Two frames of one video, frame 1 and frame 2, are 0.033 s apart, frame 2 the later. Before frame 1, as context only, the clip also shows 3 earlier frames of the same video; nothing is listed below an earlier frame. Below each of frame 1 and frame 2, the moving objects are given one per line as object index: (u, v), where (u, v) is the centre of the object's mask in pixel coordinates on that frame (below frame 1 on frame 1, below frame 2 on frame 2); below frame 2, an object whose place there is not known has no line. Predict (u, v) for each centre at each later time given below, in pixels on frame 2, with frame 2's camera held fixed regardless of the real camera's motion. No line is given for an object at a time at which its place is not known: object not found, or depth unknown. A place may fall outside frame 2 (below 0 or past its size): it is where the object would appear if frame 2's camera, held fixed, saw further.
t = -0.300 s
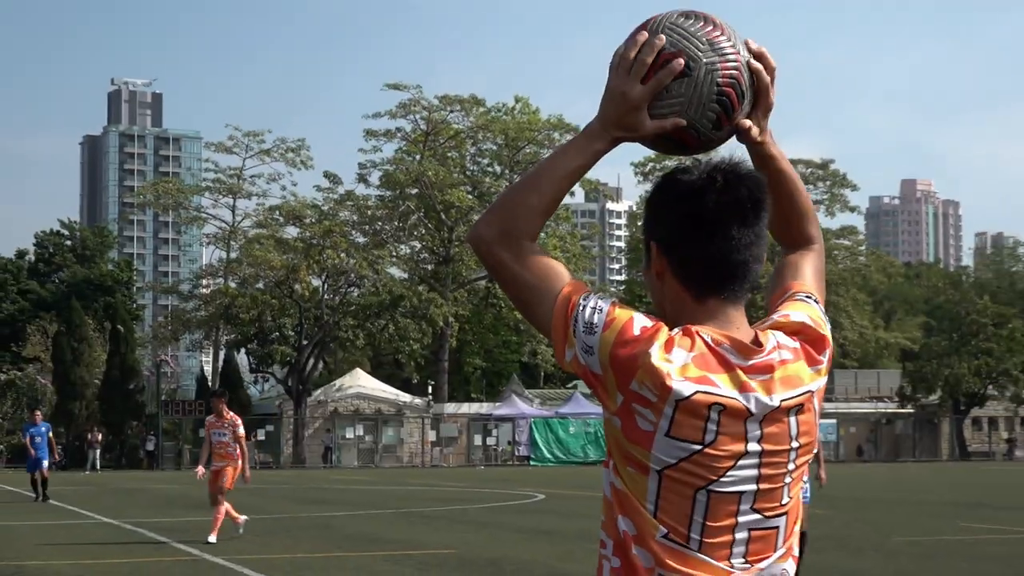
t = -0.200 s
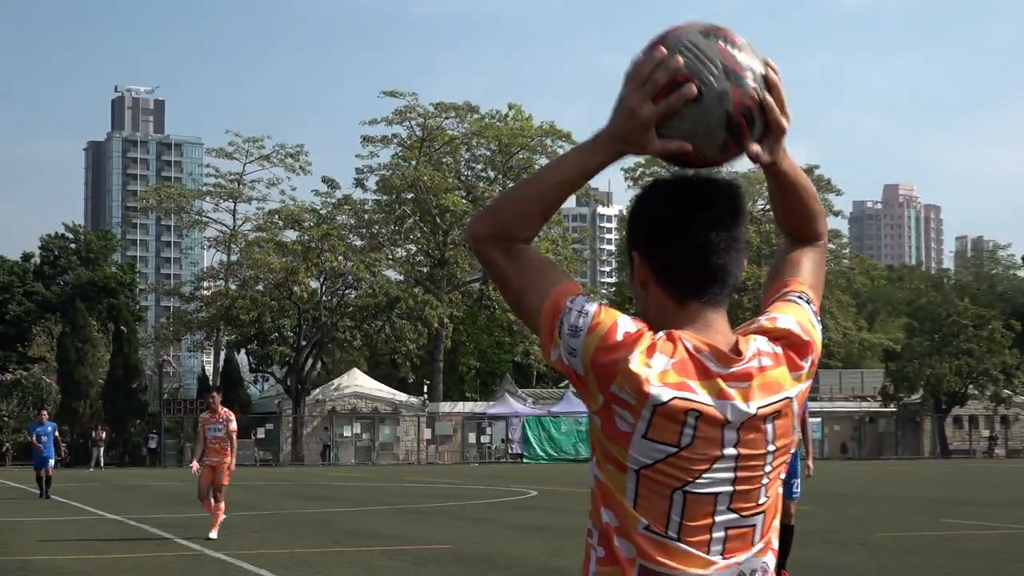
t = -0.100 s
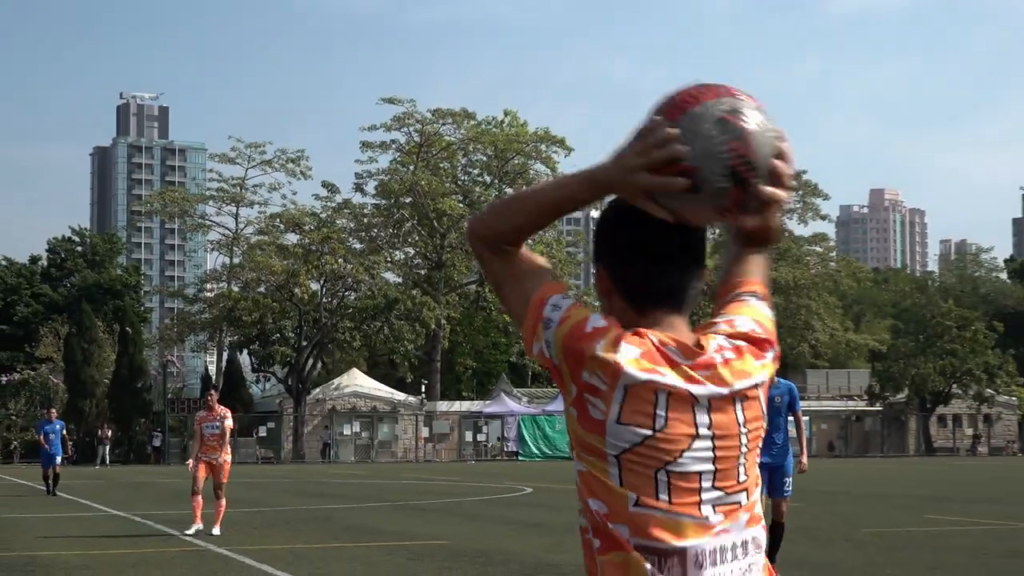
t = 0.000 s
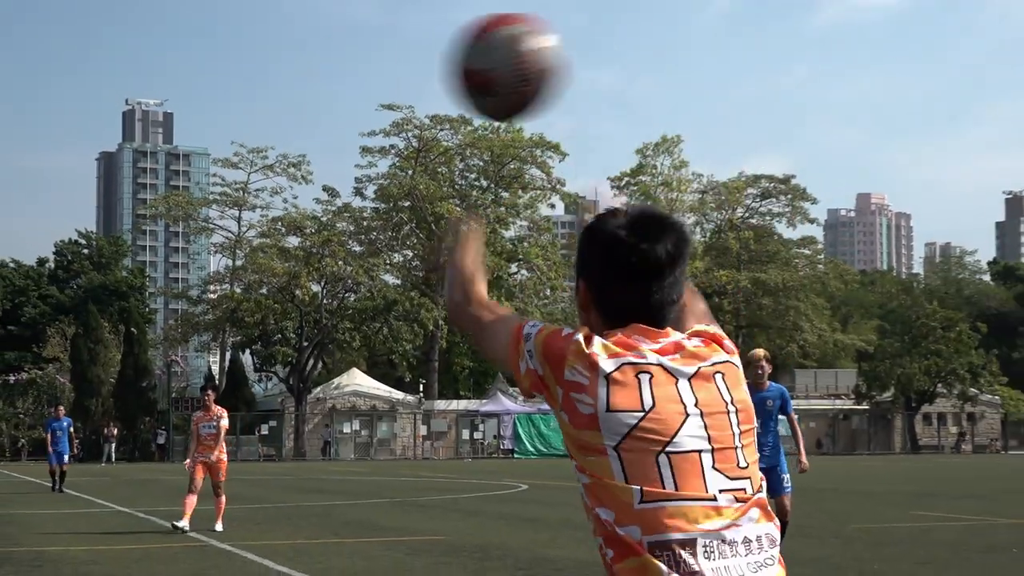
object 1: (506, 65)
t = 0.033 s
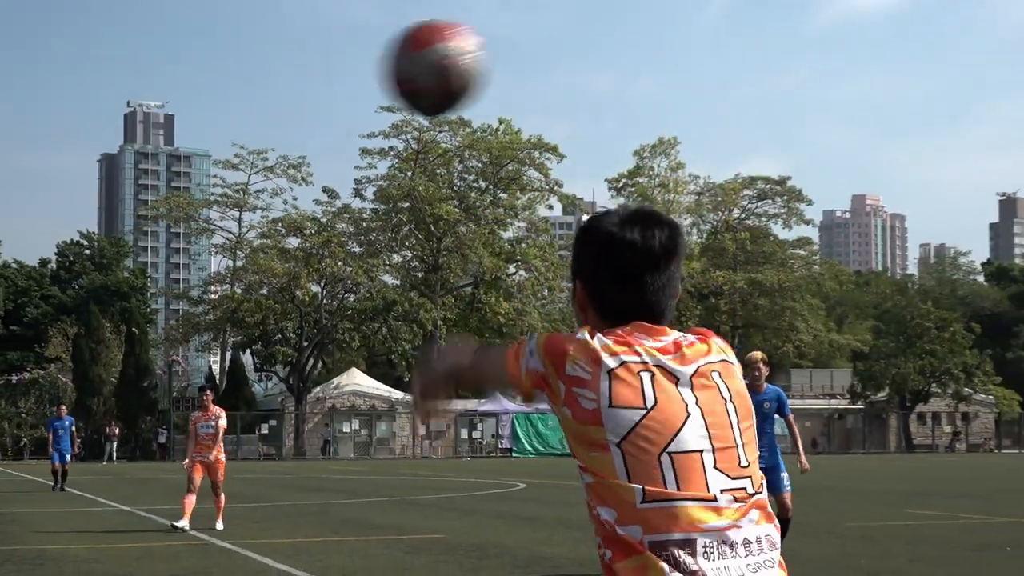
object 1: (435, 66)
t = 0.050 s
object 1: (404, 66)
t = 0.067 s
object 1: (377, 66)
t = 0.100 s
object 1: (329, 66)
